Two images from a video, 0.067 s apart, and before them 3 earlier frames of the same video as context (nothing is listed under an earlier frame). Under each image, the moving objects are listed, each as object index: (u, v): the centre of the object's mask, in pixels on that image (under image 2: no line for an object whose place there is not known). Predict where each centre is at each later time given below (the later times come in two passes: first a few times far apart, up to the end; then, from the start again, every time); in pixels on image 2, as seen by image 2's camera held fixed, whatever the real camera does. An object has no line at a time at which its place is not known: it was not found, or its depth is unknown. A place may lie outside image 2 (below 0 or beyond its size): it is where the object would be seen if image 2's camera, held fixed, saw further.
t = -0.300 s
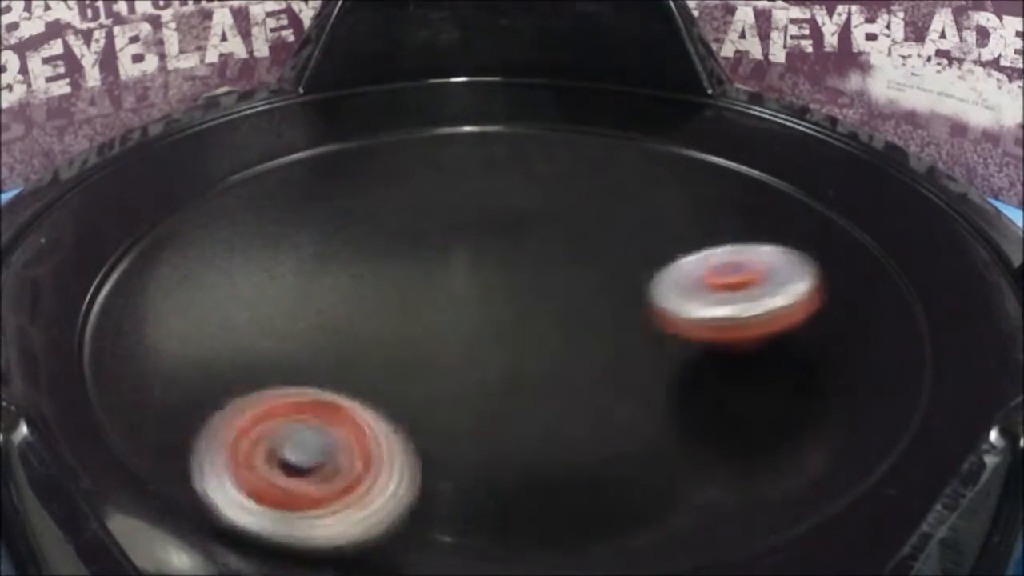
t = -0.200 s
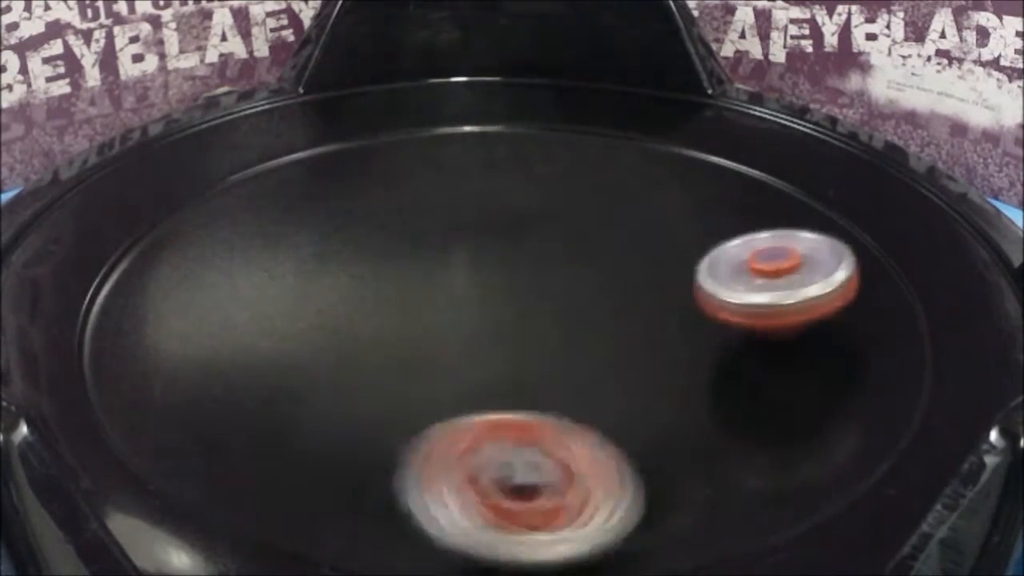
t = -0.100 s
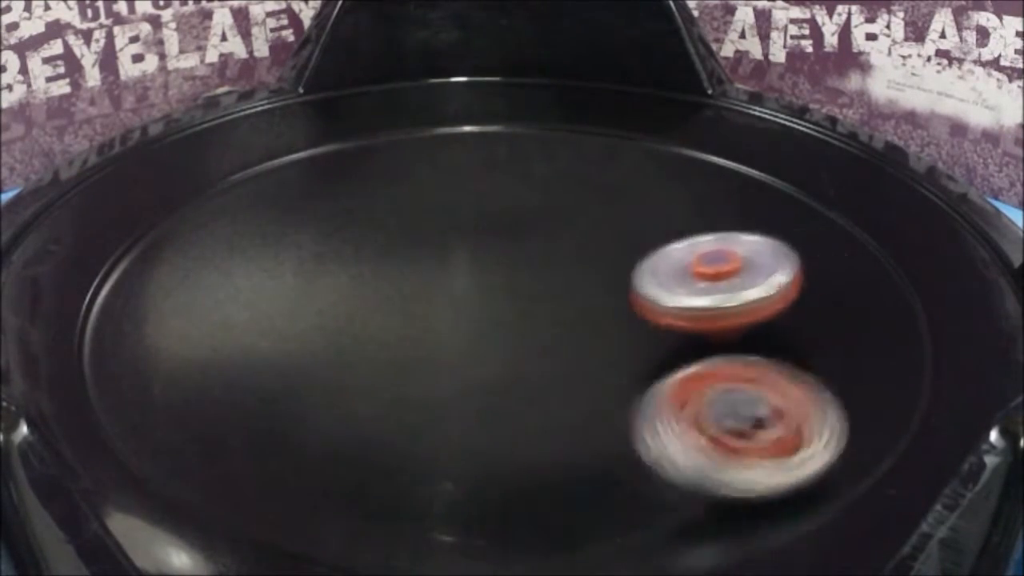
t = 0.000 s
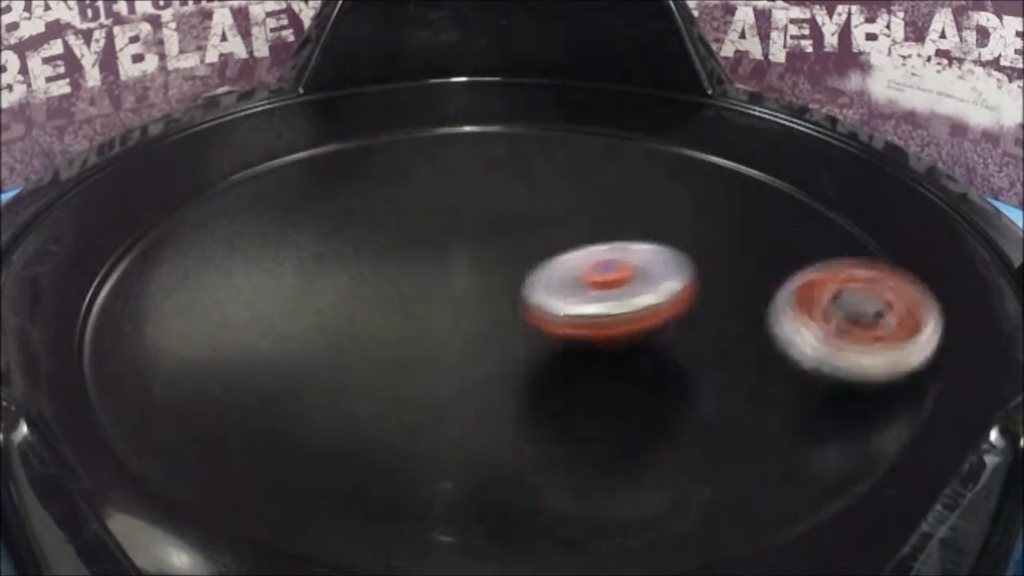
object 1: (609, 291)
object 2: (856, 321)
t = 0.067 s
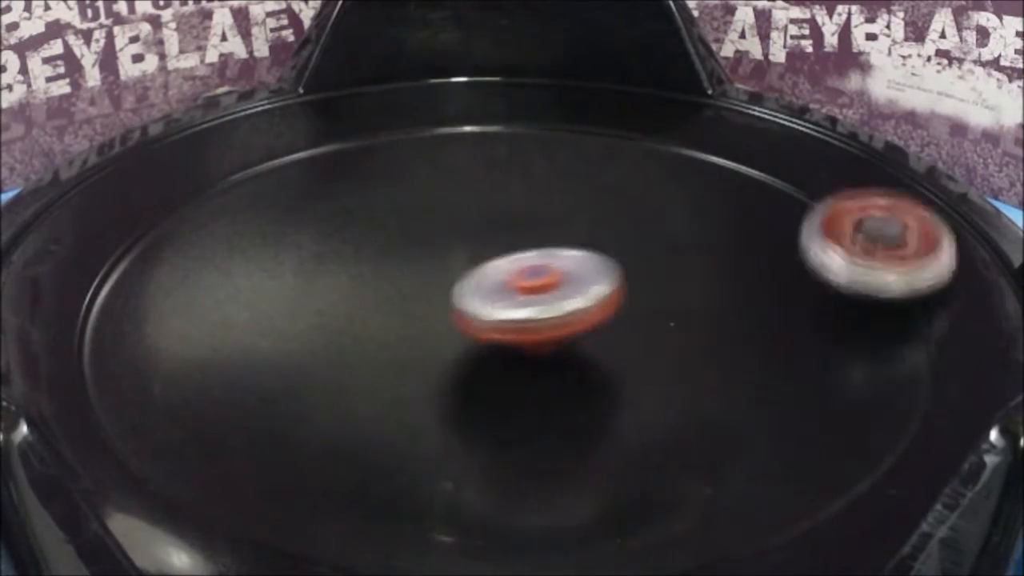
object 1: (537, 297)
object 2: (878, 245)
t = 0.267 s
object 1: (386, 327)
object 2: (649, 120)
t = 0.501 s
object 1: (348, 372)
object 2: (292, 182)
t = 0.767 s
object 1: (588, 429)
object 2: (399, 404)
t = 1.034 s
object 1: (848, 327)
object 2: (499, 293)
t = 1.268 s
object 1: (667, 221)
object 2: (513, 275)
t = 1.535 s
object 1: (500, 193)
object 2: (465, 304)
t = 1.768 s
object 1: (390, 250)
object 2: (568, 285)
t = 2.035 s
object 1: (478, 308)
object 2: (461, 205)
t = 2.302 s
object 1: (576, 268)
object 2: (403, 390)
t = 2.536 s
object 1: (504, 242)
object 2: (763, 355)
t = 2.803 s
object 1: (475, 281)
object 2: (648, 169)
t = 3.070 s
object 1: (557, 307)
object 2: (303, 261)
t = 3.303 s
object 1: (528, 290)
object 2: (450, 460)
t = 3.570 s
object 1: (521, 289)
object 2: (817, 339)
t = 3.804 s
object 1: (537, 310)
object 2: (597, 201)
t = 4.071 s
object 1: (511, 313)
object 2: (248, 285)
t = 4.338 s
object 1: (511, 315)
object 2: (469, 485)
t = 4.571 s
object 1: (502, 321)
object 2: (740, 340)
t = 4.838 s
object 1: (492, 317)
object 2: (483, 187)
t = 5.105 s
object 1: (482, 317)
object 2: (179, 280)
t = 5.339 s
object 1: (474, 311)
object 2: (436, 450)
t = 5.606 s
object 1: (472, 306)
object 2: (708, 284)
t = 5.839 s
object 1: (469, 299)
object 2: (500, 153)
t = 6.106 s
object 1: (477, 293)
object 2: (224, 257)
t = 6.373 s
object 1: (477, 293)
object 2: (544, 428)
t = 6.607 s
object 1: (489, 290)
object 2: (759, 274)
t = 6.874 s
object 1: (498, 293)
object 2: (509, 153)
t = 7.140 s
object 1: (504, 294)
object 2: (286, 315)
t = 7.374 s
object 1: (509, 299)
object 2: (588, 444)
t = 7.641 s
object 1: (510, 305)
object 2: (771, 267)
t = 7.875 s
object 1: (509, 307)
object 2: (494, 194)
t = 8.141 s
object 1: (505, 314)
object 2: (274, 352)
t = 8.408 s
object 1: (504, 309)
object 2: (643, 449)
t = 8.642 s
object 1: (495, 313)
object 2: (705, 274)
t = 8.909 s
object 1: (489, 309)
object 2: (380, 208)
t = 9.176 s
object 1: (483, 305)
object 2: (246, 378)
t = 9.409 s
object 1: (485, 304)
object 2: (615, 424)
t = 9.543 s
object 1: (482, 302)
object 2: (699, 323)
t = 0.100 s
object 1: (505, 301)
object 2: (869, 208)
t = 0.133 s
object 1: (476, 304)
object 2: (835, 185)
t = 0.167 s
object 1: (451, 309)
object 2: (792, 167)
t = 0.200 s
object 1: (426, 314)
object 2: (748, 149)
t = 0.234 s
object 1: (405, 321)
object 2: (702, 130)
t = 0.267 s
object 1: (386, 327)
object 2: (649, 120)
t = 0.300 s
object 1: (370, 334)
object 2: (594, 111)
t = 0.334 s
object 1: (358, 341)
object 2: (538, 106)
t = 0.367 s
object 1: (349, 347)
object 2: (481, 108)
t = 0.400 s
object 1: (343, 354)
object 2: (427, 116)
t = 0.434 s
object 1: (341, 361)
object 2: (373, 131)
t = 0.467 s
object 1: (342, 367)
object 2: (329, 153)
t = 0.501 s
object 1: (348, 372)
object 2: (292, 182)
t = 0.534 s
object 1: (357, 377)
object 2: (267, 218)
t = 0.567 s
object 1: (368, 381)
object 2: (257, 256)
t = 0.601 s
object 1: (382, 384)
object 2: (264, 299)
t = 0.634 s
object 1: (416, 397)
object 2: (276, 330)
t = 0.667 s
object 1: (462, 415)
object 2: (292, 349)
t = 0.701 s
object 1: (506, 425)
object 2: (318, 368)
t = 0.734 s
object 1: (545, 429)
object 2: (355, 387)
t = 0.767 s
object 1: (588, 429)
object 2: (399, 404)
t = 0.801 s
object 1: (691, 440)
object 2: (405, 385)
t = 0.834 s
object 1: (793, 447)
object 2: (407, 369)
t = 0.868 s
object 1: (869, 427)
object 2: (416, 350)
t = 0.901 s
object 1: (904, 402)
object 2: (426, 338)
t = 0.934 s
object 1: (906, 393)
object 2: (441, 323)
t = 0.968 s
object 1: (895, 367)
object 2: (459, 309)
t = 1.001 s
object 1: (875, 347)
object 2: (479, 300)
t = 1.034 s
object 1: (848, 327)
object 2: (499, 293)
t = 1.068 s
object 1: (815, 309)
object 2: (522, 290)
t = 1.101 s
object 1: (779, 292)
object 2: (543, 289)
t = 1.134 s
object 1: (738, 276)
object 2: (561, 287)
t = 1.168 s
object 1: (711, 257)
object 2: (560, 281)
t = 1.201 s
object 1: (702, 246)
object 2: (544, 277)
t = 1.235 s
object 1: (689, 232)
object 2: (527, 275)
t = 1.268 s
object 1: (667, 221)
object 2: (513, 275)
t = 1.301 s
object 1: (640, 213)
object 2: (504, 276)
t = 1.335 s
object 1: (609, 207)
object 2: (499, 278)
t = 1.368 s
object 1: (584, 198)
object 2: (492, 280)
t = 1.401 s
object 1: (565, 196)
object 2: (481, 285)
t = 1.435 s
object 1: (552, 192)
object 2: (472, 290)
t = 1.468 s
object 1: (536, 191)
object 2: (465, 295)
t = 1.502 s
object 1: (519, 191)
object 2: (463, 299)
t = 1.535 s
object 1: (500, 193)
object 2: (465, 304)
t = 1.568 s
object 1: (480, 198)
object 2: (472, 308)
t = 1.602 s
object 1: (460, 204)
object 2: (483, 312)
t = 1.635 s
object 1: (441, 211)
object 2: (497, 312)
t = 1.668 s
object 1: (424, 219)
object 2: (515, 311)
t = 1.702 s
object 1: (409, 229)
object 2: (534, 305)
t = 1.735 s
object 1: (397, 239)
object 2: (554, 297)
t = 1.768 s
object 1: (390, 250)
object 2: (568, 285)
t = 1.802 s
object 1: (389, 261)
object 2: (578, 272)
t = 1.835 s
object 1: (392, 271)
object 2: (582, 257)
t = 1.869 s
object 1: (397, 281)
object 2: (579, 242)
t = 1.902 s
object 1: (407, 289)
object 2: (568, 229)
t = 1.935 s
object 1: (421, 295)
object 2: (551, 217)
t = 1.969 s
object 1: (438, 301)
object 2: (526, 208)
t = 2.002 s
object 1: (458, 305)
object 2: (496, 204)
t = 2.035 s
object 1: (478, 308)
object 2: (461, 205)
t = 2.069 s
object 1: (497, 309)
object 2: (424, 213)
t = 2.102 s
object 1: (517, 307)
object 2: (390, 229)
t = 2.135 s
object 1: (534, 304)
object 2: (361, 250)
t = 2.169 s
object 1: (550, 298)
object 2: (343, 277)
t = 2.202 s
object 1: (562, 292)
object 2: (338, 306)
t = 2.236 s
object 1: (570, 284)
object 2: (346, 336)
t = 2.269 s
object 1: (574, 276)
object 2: (368, 365)
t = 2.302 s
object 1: (576, 268)
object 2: (403, 390)
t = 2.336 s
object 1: (573, 260)
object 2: (451, 409)
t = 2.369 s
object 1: (568, 253)
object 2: (507, 420)
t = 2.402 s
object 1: (559, 247)
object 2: (569, 423)
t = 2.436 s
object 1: (547, 242)
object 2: (629, 417)
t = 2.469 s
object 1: (533, 240)
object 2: (683, 401)
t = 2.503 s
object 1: (518, 240)
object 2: (729, 381)
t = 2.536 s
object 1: (504, 242)
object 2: (763, 355)
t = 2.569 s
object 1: (492, 245)
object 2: (785, 326)
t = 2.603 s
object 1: (483, 250)
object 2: (795, 297)
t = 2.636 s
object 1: (475, 255)
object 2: (793, 269)
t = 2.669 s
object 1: (469, 260)
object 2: (781, 242)
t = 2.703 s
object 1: (466, 266)
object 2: (758, 218)
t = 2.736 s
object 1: (465, 271)
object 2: (728, 197)
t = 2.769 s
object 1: (468, 276)
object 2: (690, 180)
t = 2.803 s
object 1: (475, 281)
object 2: (648, 169)
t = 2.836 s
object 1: (483, 288)
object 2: (600, 162)
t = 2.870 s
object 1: (492, 295)
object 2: (550, 161)
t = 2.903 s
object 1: (503, 301)
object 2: (500, 165)
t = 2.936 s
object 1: (515, 306)
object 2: (450, 175)
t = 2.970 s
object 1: (528, 309)
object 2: (405, 190)
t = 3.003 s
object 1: (539, 310)
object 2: (363, 210)
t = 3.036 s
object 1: (549, 309)
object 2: (329, 233)
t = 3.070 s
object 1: (557, 307)
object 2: (303, 261)
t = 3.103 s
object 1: (561, 304)
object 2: (287, 290)
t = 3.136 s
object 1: (560, 300)
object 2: (283, 322)
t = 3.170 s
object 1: (557, 297)
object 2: (289, 356)
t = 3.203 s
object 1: (552, 295)
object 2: (310, 387)
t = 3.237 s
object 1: (544, 293)
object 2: (345, 416)
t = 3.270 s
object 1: (536, 291)
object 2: (392, 441)
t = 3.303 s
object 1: (528, 290)
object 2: (450, 460)
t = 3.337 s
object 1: (521, 289)
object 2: (516, 471)
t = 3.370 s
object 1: (516, 288)
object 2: (584, 473)
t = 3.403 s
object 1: (513, 287)
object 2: (650, 464)
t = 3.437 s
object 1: (512, 287)
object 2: (707, 448)
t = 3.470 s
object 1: (512, 286)
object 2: (755, 425)
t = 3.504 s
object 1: (514, 286)
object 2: (791, 398)
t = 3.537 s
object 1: (517, 287)
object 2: (812, 368)
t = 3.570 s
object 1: (521, 289)
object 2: (817, 339)
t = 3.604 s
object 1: (524, 291)
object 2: (811, 310)
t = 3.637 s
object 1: (528, 294)
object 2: (793, 283)
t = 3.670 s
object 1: (532, 297)
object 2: (766, 259)
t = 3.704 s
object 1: (535, 300)
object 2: (731, 239)
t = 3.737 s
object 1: (536, 304)
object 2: (691, 222)
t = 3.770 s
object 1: (537, 307)
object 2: (646, 209)
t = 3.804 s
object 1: (537, 310)
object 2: (597, 201)
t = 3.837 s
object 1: (536, 313)
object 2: (546, 197)
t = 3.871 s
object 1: (534, 314)
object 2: (494, 197)
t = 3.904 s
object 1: (531, 316)
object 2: (444, 201)
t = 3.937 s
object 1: (527, 316)
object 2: (395, 211)
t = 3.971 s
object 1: (523, 316)
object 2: (350, 224)
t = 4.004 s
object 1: (519, 316)
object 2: (309, 240)
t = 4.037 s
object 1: (515, 314)
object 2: (275, 260)
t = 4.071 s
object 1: (511, 313)
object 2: (248, 285)
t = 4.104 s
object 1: (508, 312)
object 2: (229, 312)
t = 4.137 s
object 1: (506, 310)
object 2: (224, 343)
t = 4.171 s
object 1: (505, 309)
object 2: (229, 373)
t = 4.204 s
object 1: (506, 309)
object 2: (251, 404)
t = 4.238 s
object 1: (507, 310)
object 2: (287, 433)
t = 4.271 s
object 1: (509, 311)
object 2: (337, 457)
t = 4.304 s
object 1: (510, 313)
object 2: (399, 475)
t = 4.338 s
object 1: (511, 315)
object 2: (469, 485)
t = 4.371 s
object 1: (512, 316)
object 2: (539, 484)
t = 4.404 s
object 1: (511, 317)
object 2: (605, 472)
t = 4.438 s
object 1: (510, 319)
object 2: (657, 453)
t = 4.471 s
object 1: (509, 320)
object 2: (698, 429)
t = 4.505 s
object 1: (507, 320)
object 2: (725, 400)
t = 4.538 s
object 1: (504, 320)
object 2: (739, 370)
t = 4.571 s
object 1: (502, 321)
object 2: (740, 340)
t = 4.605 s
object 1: (500, 321)
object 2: (731, 312)
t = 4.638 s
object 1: (498, 320)
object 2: (713, 284)
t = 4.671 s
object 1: (496, 320)
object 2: (687, 260)
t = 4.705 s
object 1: (494, 319)
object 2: (654, 238)
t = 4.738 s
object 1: (494, 319)
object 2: (617, 220)
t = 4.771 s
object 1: (493, 318)
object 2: (575, 206)
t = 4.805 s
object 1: (493, 317)
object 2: (530, 195)
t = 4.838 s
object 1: (492, 317)
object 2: (483, 187)
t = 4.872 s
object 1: (492, 317)
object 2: (436, 184)
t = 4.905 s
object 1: (492, 317)
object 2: (388, 184)
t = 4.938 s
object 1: (492, 317)
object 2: (341, 189)
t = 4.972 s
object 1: (491, 318)
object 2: (298, 198)
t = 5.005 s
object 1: (489, 318)
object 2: (258, 213)
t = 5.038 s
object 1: (487, 318)
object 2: (224, 230)
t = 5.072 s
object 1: (485, 318)
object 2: (197, 252)
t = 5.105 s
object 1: (482, 317)
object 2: (179, 280)
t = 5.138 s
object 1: (480, 317)
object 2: (173, 310)
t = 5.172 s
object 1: (478, 316)
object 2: (183, 342)
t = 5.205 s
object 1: (477, 315)
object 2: (210, 374)
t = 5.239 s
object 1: (476, 314)
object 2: (251, 401)
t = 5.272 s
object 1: (476, 313)
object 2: (305, 425)
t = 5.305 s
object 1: (475, 312)
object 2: (367, 442)
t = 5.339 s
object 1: (474, 311)
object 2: (436, 450)
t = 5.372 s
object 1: (474, 310)
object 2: (504, 449)
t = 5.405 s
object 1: (473, 309)
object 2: (567, 438)
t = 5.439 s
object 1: (473, 309)
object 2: (619, 420)
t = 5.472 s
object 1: (472, 308)
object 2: (660, 397)
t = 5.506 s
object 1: (472, 307)
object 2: (689, 370)
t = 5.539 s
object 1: (472, 307)
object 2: (705, 341)
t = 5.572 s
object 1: (472, 306)
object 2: (712, 312)
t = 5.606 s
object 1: (472, 306)
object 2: (708, 284)
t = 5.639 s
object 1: (471, 305)
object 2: (696, 256)
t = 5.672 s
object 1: (471, 304)
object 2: (676, 231)
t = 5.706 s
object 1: (471, 303)
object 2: (651, 210)
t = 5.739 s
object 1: (470, 303)
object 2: (620, 190)
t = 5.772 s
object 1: (469, 301)
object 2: (583, 174)
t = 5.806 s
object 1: (469, 300)
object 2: (543, 162)
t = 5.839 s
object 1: (469, 299)
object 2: (500, 153)
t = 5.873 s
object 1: (469, 297)
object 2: (456, 149)
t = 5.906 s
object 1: (469, 296)
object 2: (410, 149)
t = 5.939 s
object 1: (469, 295)
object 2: (366, 153)
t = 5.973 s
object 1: (471, 293)
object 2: (325, 163)
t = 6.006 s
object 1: (472, 293)
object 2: (288, 180)
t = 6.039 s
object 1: (474, 292)
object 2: (257, 202)
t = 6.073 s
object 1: (476, 292)
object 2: (235, 227)
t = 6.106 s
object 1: (477, 293)
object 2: (224, 257)
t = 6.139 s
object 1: (478, 293)
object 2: (224, 289)
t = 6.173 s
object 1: (478, 293)
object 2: (237, 322)
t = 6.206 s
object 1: (478, 294)
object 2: (266, 355)
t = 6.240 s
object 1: (478, 294)
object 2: (306, 383)
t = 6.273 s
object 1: (478, 294)
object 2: (358, 406)
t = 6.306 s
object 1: (477, 294)
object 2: (417, 422)
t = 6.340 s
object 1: (477, 293)
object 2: (482, 429)
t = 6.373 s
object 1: (477, 293)
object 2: (544, 428)
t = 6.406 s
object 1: (477, 292)
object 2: (604, 419)
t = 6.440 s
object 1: (478, 291)
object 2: (656, 403)
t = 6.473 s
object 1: (480, 291)
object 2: (697, 382)
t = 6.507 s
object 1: (482, 290)
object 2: (729, 356)
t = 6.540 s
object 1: (484, 290)
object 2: (749, 329)
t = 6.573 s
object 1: (486, 290)
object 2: (759, 301)
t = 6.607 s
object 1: (489, 290)
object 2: (759, 274)
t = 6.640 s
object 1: (491, 290)
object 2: (749, 248)
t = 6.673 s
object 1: (493, 291)
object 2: (732, 223)
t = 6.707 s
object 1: (495, 291)
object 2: (708, 202)
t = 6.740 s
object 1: (496, 292)
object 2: (676, 183)
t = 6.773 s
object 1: (497, 292)
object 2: (641, 168)
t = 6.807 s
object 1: (497, 293)
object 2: (601, 159)
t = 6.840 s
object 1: (498, 293)
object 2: (556, 153)
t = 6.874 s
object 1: (498, 293)
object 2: (509, 153)
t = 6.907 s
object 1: (498, 293)
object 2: (464, 158)
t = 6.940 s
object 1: (499, 293)
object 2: (419, 168)
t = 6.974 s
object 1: (499, 293)
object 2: (378, 183)
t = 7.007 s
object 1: (500, 293)
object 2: (343, 202)
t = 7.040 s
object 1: (501, 293)
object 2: (315, 226)
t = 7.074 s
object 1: (502, 293)
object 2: (295, 254)
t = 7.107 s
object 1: (503, 294)
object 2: (285, 283)
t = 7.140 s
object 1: (504, 294)
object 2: (286, 315)
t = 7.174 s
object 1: (505, 295)
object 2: (300, 347)
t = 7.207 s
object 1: (506, 295)
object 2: (324, 377)
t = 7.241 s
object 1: (507, 296)
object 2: (362, 403)
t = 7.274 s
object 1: (507, 297)
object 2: (410, 424)
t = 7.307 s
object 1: (508, 298)
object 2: (466, 438)
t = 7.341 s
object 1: (508, 298)
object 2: (526, 445)
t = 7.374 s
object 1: (509, 299)
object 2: (588, 444)
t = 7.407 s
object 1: (509, 299)
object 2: (647, 435)
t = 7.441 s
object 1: (510, 300)
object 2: (696, 419)
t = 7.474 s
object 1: (510, 301)
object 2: (737, 398)
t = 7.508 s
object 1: (511, 301)
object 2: (767, 372)
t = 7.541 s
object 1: (511, 302)
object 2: (785, 345)
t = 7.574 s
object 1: (511, 303)
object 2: (791, 318)
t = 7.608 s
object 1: (511, 304)
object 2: (786, 292)
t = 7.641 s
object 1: (510, 305)
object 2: (771, 267)
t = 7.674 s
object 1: (510, 305)
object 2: (747, 245)
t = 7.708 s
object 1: (509, 305)
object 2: (715, 226)
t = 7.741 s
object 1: (509, 306)
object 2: (678, 211)
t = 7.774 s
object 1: (508, 306)
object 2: (636, 200)
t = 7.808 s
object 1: (508, 306)
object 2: (591, 194)
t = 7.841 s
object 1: (509, 306)
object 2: (542, 192)
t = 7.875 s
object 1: (509, 307)
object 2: (494, 194)
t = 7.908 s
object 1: (509, 307)
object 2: (449, 201)
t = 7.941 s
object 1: (510, 309)
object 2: (404, 213)
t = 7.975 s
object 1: (510, 310)
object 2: (363, 228)
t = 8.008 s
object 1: (510, 311)
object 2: (329, 247)
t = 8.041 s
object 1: (510, 312)
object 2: (302, 270)
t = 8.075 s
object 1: (508, 313)
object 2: (283, 295)
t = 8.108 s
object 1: (507, 314)
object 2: (272, 323)
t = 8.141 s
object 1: (505, 314)
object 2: (274, 352)
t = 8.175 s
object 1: (503, 313)
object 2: (289, 382)
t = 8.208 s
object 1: (501, 312)
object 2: (315, 409)
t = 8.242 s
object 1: (500, 311)
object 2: (354, 432)
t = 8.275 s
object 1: (500, 309)
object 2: (406, 452)
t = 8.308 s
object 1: (501, 309)
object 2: (466, 464)
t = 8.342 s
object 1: (502, 308)
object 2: (527, 468)
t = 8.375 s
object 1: (504, 308)
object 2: (588, 462)
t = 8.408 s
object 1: (504, 309)
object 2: (643, 449)
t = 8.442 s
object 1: (505, 310)
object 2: (687, 428)
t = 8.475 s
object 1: (505, 311)
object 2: (719, 405)
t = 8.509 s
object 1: (504, 313)
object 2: (739, 378)
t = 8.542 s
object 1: (502, 313)
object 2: (745, 351)
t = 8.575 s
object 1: (500, 313)
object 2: (742, 324)
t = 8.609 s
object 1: (497, 313)
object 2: (728, 298)
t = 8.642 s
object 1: (495, 313)
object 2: (705, 274)
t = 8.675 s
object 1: (494, 312)
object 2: (677, 254)
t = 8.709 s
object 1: (493, 311)
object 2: (642, 237)
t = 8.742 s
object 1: (492, 310)
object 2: (603, 222)
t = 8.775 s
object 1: (492, 310)
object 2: (560, 211)
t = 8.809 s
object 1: (491, 309)
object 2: (516, 204)
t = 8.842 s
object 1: (491, 309)
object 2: (470, 201)
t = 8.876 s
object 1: (490, 309)
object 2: (424, 203)
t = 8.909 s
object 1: (489, 309)
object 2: (380, 208)
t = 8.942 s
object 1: (489, 309)
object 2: (338, 217)
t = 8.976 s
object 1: (488, 308)
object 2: (301, 230)
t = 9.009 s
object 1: (486, 308)
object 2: (268, 247)
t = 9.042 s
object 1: (486, 308)
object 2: (242, 269)
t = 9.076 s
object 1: (485, 307)
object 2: (225, 293)
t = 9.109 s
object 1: (484, 306)
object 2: (218, 320)
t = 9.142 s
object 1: (484, 306)
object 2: (225, 350)
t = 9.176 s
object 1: (483, 305)
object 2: (246, 378)
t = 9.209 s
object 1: (483, 305)
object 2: (280, 405)
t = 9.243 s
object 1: (484, 305)
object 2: (327, 425)
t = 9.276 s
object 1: (484, 304)
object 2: (382, 442)
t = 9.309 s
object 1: (484, 304)
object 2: (446, 451)
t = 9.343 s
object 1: (484, 304)
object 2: (508, 450)
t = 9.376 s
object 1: (485, 304)
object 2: (564, 440)
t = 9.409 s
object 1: (485, 304)
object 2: (615, 424)
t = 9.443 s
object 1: (484, 304)
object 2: (652, 402)
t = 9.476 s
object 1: (484, 304)
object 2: (679, 377)
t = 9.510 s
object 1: (483, 303)
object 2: (695, 351)
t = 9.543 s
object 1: (482, 302)
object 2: (699, 323)
